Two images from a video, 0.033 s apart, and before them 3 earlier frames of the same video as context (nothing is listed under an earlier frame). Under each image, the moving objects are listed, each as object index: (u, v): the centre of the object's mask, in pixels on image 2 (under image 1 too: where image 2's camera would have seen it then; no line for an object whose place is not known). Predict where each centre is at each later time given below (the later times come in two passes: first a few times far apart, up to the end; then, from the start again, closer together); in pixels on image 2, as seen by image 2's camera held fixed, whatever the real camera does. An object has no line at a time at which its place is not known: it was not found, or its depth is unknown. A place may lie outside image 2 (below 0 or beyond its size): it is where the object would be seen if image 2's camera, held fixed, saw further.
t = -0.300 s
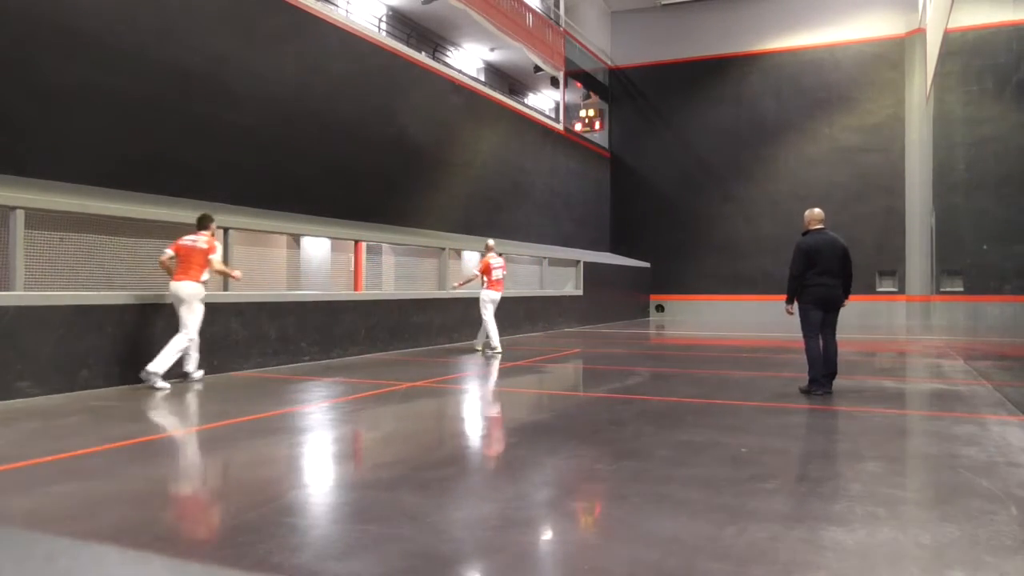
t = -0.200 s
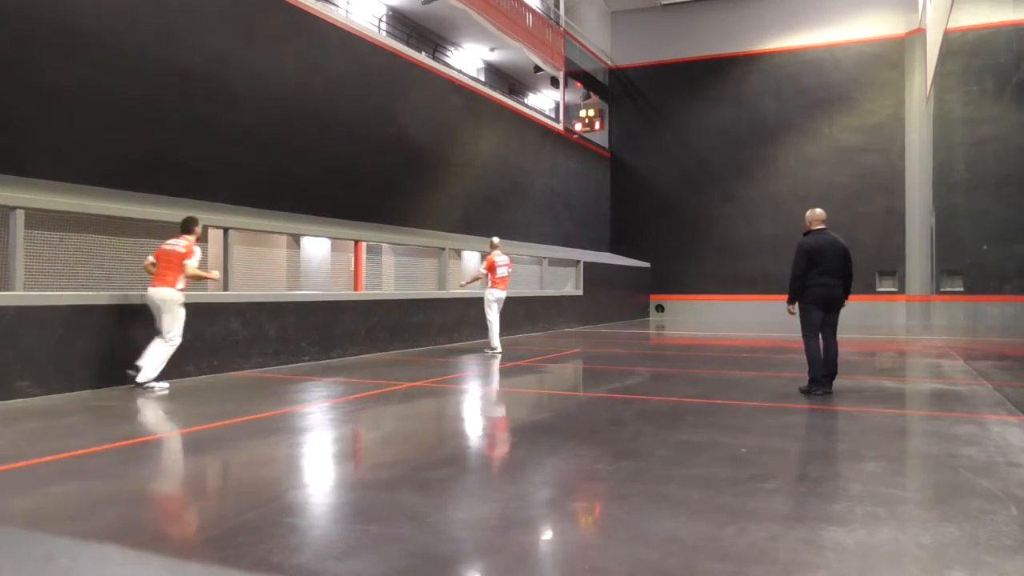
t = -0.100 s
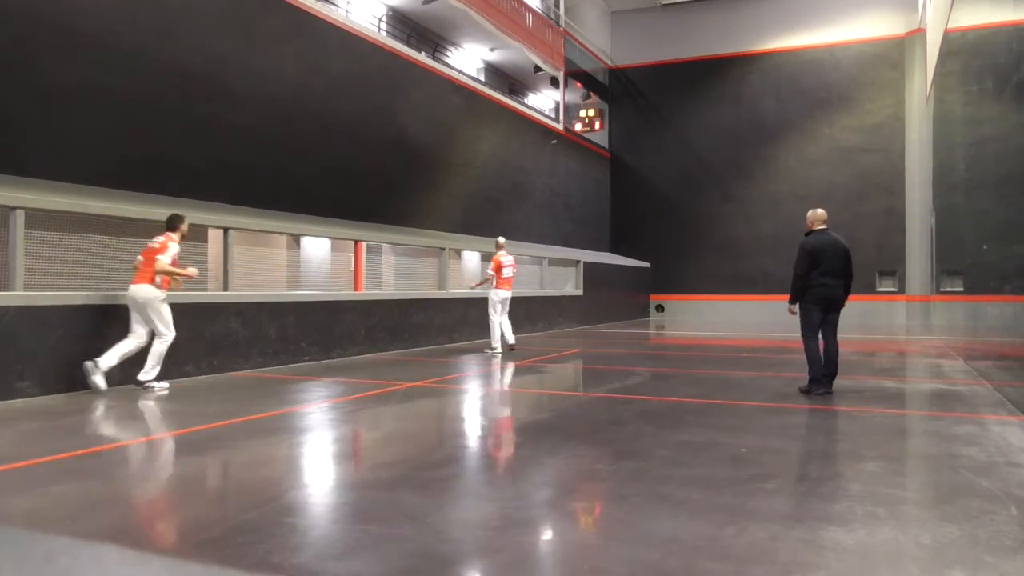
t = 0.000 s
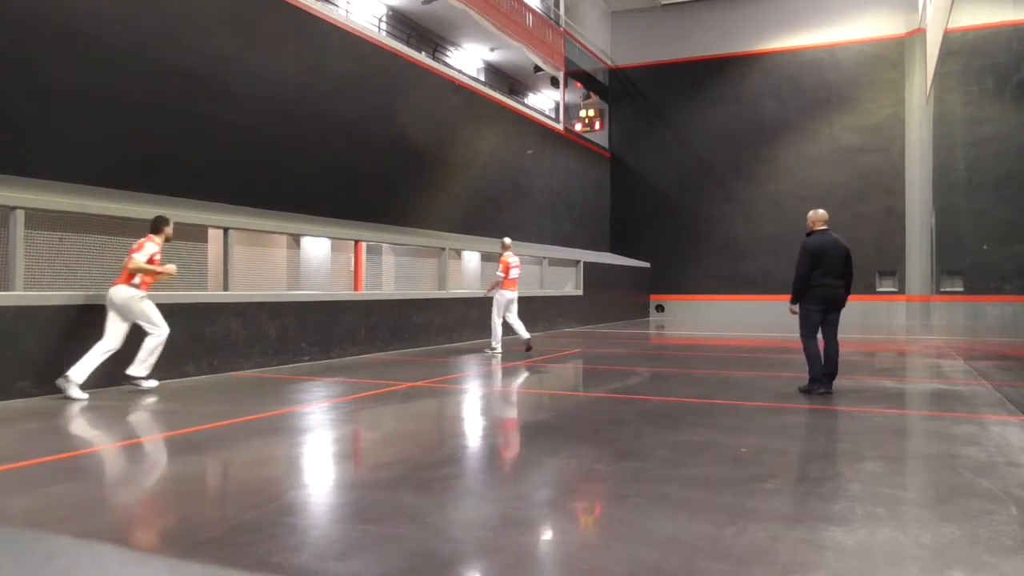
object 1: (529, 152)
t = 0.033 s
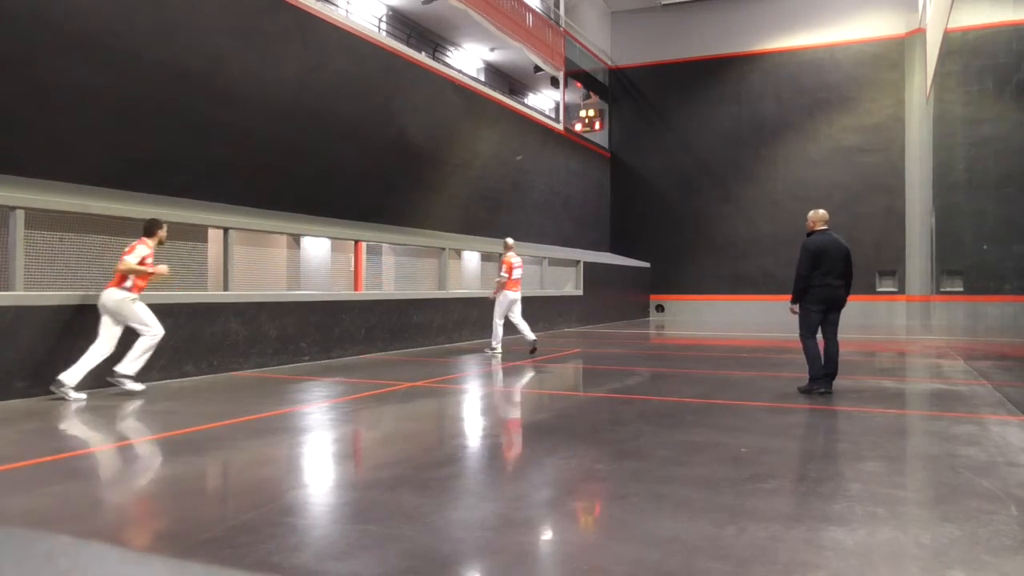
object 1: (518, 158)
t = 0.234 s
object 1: (457, 204)
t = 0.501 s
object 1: (405, 191)
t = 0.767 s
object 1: (365, 142)
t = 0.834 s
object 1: (354, 137)
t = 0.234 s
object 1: (457, 204)
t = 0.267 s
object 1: (449, 211)
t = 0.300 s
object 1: (434, 226)
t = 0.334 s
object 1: (422, 233)
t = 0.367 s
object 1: (418, 222)
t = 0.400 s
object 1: (416, 217)
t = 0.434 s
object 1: (412, 206)
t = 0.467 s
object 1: (407, 195)
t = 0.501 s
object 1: (405, 191)
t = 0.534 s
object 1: (399, 181)
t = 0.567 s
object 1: (394, 173)
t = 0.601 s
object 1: (392, 169)
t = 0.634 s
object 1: (386, 162)
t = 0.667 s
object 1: (379, 155)
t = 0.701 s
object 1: (377, 152)
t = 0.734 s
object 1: (371, 146)
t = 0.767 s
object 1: (365, 142)
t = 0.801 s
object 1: (362, 140)
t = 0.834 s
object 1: (354, 137)
